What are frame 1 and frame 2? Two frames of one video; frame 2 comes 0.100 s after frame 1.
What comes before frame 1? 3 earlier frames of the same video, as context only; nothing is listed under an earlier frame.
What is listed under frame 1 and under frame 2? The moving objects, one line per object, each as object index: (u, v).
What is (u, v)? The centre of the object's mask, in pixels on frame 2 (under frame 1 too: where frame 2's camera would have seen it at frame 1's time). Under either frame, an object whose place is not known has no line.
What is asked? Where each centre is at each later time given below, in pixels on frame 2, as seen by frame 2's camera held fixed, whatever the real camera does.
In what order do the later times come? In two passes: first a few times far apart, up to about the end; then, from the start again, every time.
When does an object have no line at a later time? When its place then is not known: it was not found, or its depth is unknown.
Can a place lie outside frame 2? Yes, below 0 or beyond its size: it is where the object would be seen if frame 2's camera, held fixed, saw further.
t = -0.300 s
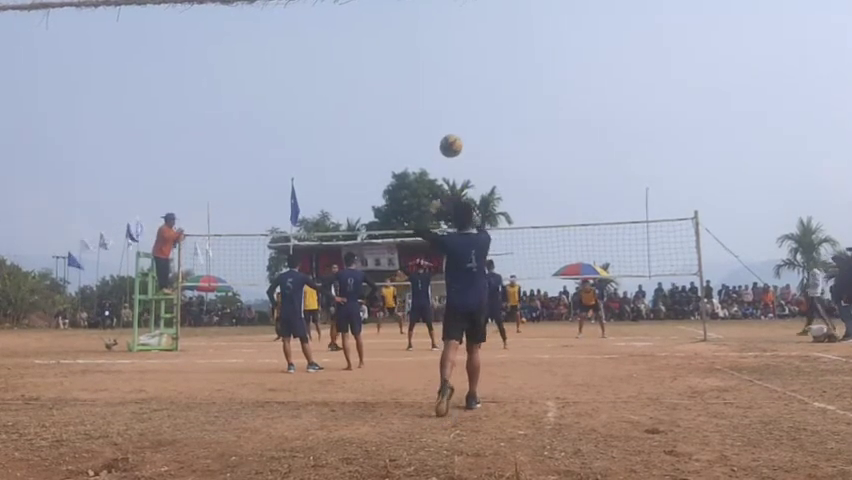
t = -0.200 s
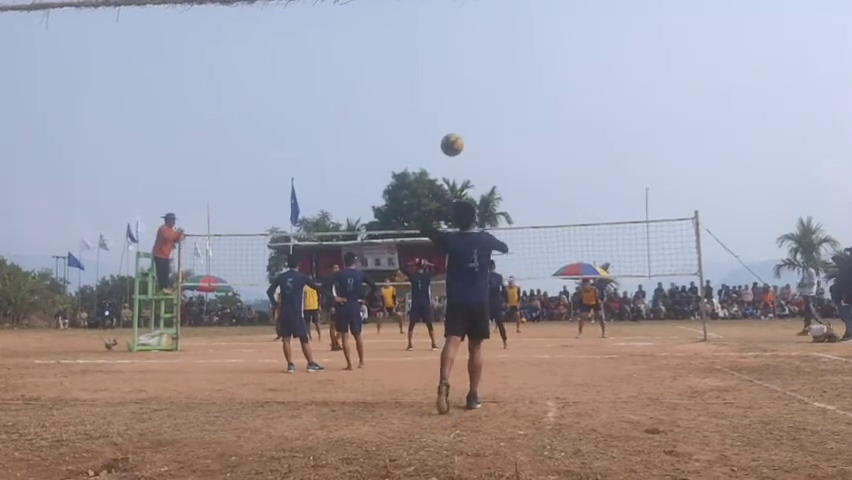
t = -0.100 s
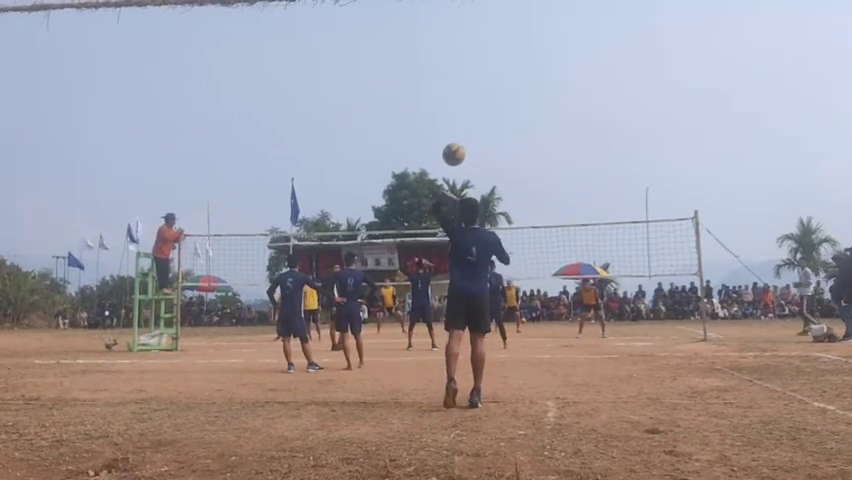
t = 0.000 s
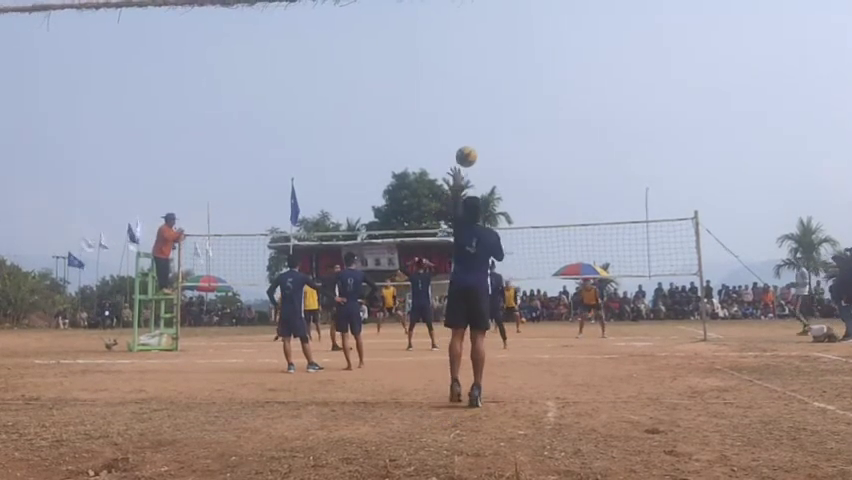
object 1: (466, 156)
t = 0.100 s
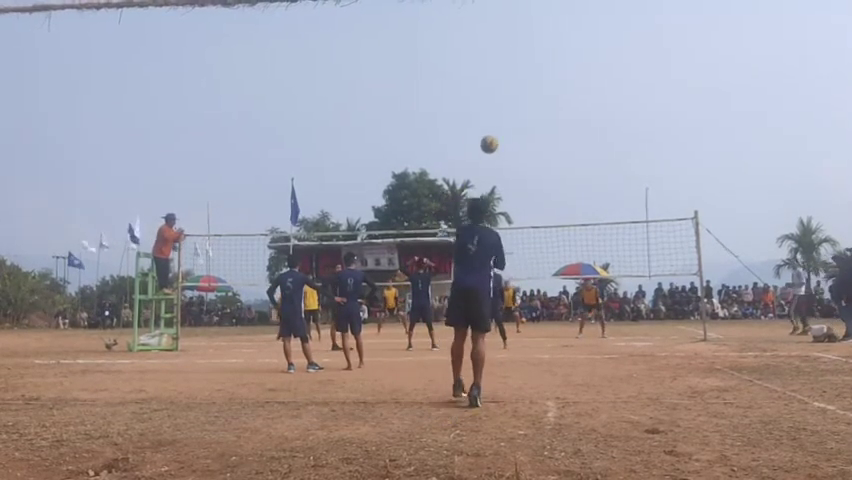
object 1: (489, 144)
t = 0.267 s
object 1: (518, 142)
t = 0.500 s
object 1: (550, 158)
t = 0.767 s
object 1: (576, 199)
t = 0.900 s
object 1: (586, 226)
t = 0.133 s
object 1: (495, 142)
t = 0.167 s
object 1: (502, 141)
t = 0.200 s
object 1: (508, 141)
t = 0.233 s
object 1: (513, 141)
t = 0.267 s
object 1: (518, 142)
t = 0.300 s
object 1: (524, 143)
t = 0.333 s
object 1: (529, 144)
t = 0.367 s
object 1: (533, 146)
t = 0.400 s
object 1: (538, 149)
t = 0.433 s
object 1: (542, 151)
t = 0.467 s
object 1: (546, 154)
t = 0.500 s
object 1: (550, 158)
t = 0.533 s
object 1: (553, 161)
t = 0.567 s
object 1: (557, 166)
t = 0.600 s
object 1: (560, 170)
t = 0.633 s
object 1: (563, 176)
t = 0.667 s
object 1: (567, 181)
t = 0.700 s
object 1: (570, 187)
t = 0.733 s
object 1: (573, 193)
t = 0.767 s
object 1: (576, 199)
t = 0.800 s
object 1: (578, 205)
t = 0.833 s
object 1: (581, 212)
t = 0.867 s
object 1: (584, 220)
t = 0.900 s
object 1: (586, 226)
